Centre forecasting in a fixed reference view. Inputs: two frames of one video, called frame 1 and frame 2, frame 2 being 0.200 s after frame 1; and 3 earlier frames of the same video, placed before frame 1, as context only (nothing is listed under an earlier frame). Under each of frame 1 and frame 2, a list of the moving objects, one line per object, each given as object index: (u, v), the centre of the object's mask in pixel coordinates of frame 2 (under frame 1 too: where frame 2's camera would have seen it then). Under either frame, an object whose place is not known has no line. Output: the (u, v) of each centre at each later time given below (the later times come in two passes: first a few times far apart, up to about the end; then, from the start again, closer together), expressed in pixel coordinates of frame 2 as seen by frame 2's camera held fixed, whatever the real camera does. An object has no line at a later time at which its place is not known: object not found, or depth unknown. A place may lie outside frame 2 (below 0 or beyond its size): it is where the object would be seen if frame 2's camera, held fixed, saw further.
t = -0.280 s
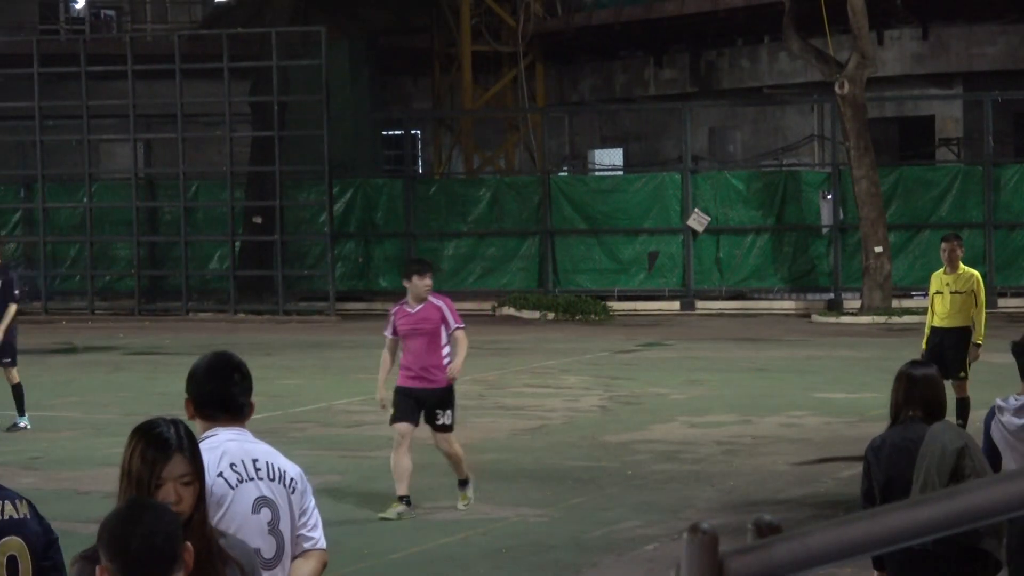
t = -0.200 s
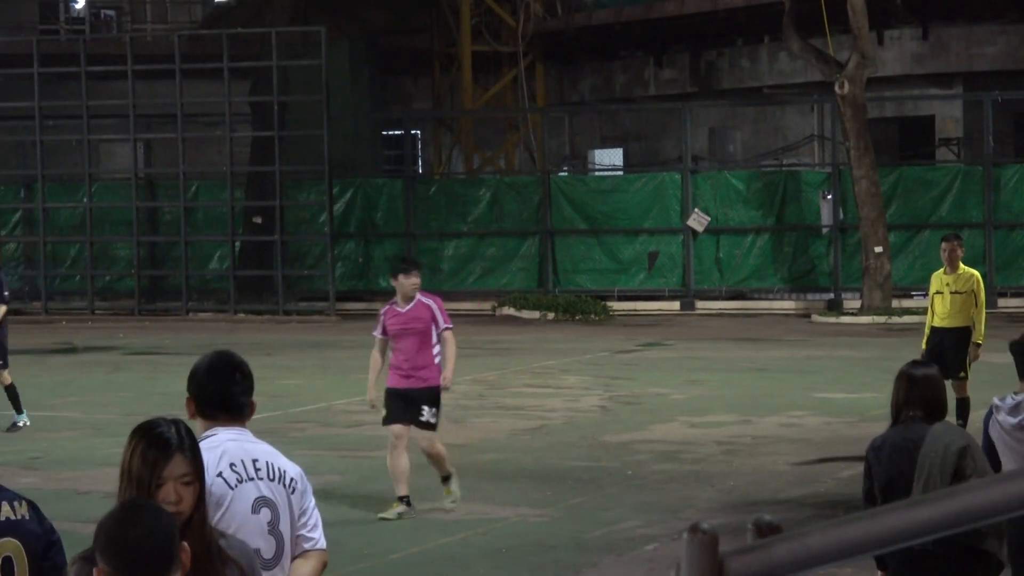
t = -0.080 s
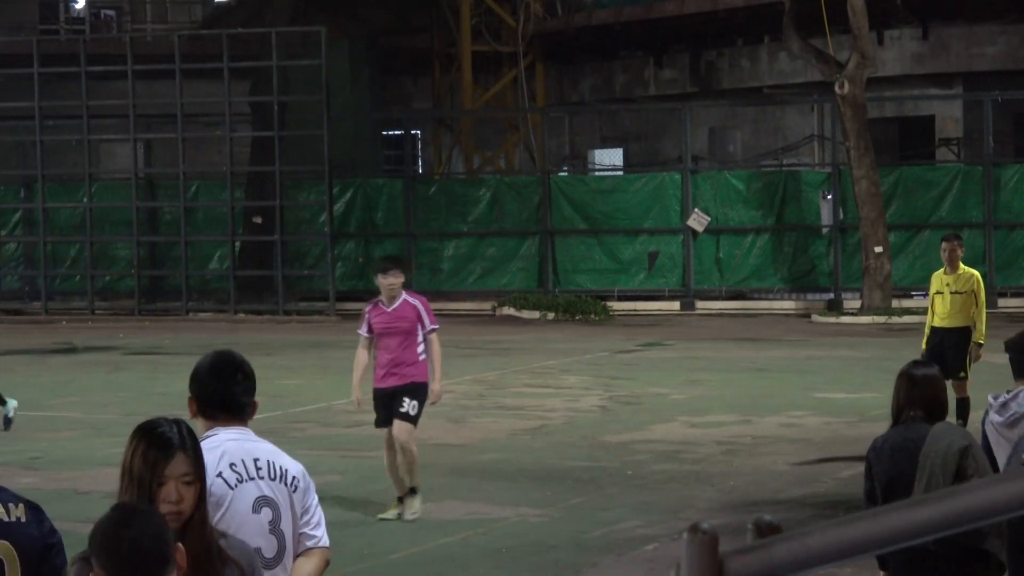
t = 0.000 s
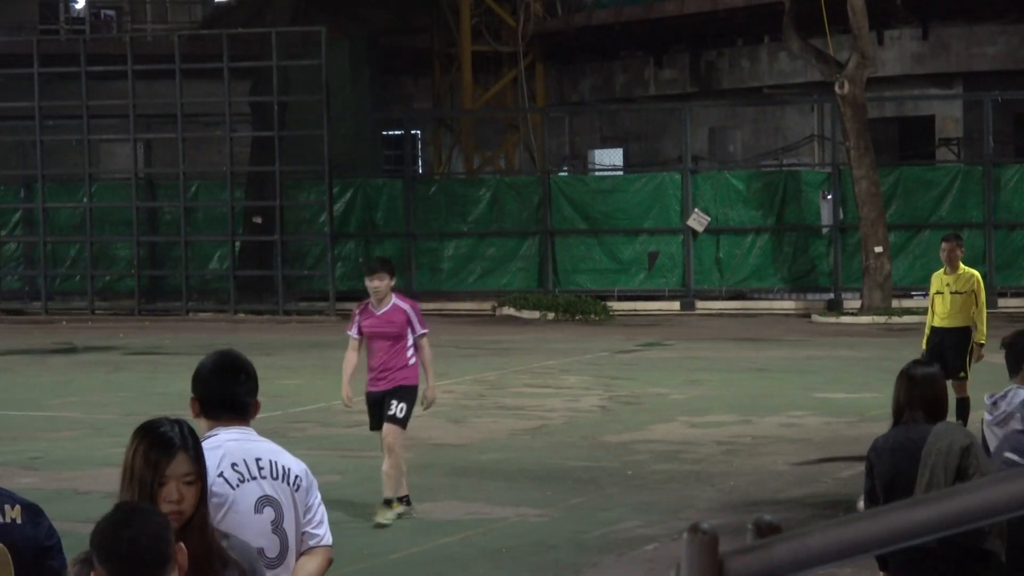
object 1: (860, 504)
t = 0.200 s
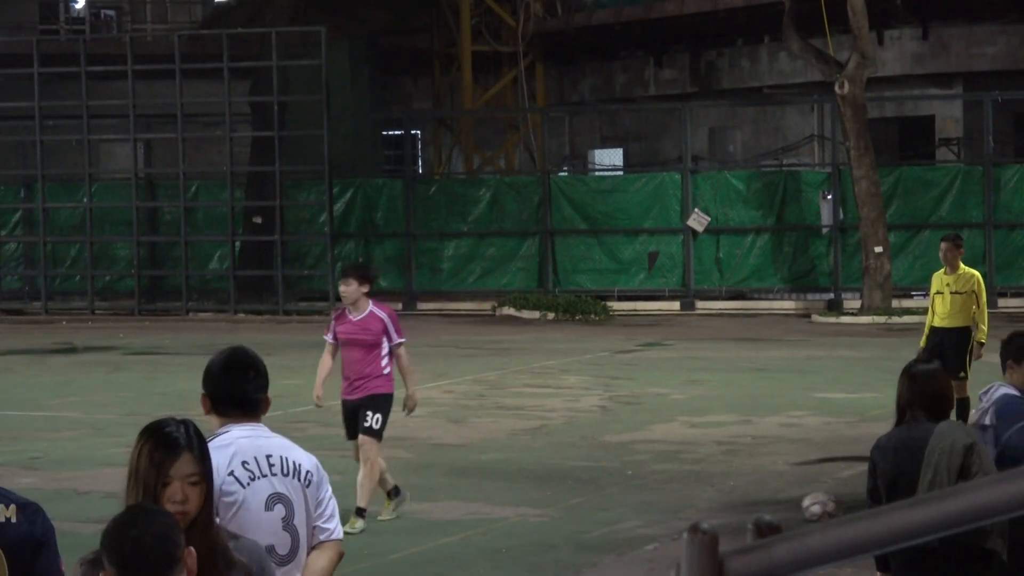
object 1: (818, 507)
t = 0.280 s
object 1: (797, 508)
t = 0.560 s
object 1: (724, 508)
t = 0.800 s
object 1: (664, 509)
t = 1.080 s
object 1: (595, 511)
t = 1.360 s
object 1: (528, 511)
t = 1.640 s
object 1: (463, 512)
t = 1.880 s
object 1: (407, 514)
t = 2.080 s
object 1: (361, 517)
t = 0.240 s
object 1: (808, 507)
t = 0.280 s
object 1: (797, 508)
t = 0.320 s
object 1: (787, 508)
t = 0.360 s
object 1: (777, 507)
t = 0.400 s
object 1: (765, 508)
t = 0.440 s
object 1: (754, 505)
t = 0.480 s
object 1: (745, 507)
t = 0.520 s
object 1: (735, 508)
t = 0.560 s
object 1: (724, 508)
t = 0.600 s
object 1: (714, 508)
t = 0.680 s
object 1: (693, 508)
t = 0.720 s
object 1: (684, 510)
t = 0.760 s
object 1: (675, 508)
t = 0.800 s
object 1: (664, 509)
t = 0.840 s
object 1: (653, 509)
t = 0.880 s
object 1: (644, 509)
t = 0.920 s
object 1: (633, 510)
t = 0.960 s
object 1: (623, 510)
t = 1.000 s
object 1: (614, 511)
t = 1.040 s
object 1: (604, 510)
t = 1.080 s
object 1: (595, 511)
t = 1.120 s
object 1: (585, 511)
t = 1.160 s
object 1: (576, 510)
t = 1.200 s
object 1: (566, 511)
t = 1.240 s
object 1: (556, 511)
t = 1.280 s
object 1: (547, 511)
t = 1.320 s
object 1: (537, 511)
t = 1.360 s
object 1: (528, 511)
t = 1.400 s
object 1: (518, 512)
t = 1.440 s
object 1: (508, 512)
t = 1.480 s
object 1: (500, 512)
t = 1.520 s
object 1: (490, 512)
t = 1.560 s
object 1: (482, 512)
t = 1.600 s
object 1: (472, 512)
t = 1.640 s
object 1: (463, 512)
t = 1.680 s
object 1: (453, 513)
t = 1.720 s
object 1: (444, 514)
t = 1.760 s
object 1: (434, 514)
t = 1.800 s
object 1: (426, 514)
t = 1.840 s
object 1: (416, 515)
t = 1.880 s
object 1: (407, 514)
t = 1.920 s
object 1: (398, 515)
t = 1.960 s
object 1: (389, 515)
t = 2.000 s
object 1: (380, 516)
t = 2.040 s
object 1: (371, 516)
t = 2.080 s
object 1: (361, 517)
